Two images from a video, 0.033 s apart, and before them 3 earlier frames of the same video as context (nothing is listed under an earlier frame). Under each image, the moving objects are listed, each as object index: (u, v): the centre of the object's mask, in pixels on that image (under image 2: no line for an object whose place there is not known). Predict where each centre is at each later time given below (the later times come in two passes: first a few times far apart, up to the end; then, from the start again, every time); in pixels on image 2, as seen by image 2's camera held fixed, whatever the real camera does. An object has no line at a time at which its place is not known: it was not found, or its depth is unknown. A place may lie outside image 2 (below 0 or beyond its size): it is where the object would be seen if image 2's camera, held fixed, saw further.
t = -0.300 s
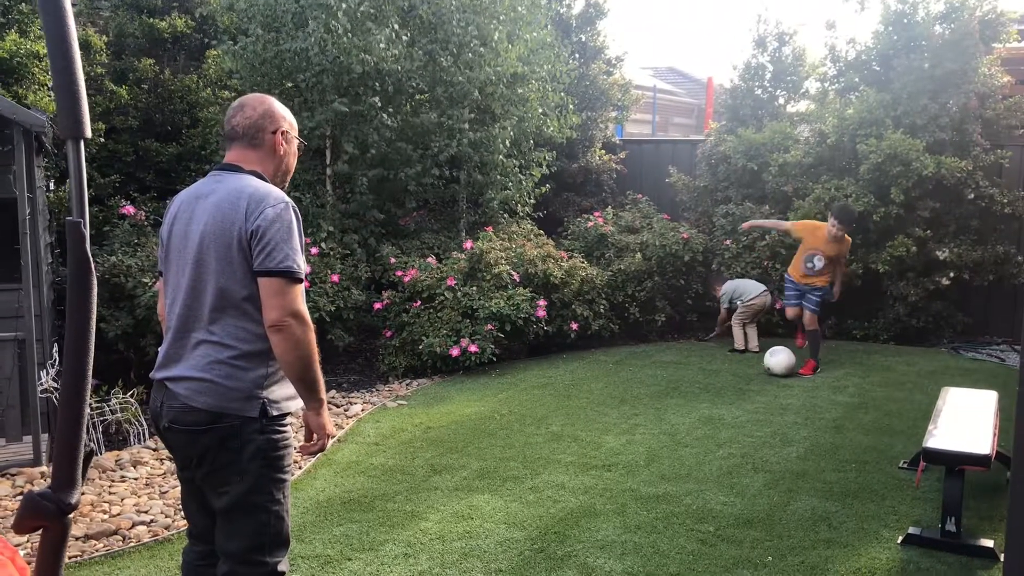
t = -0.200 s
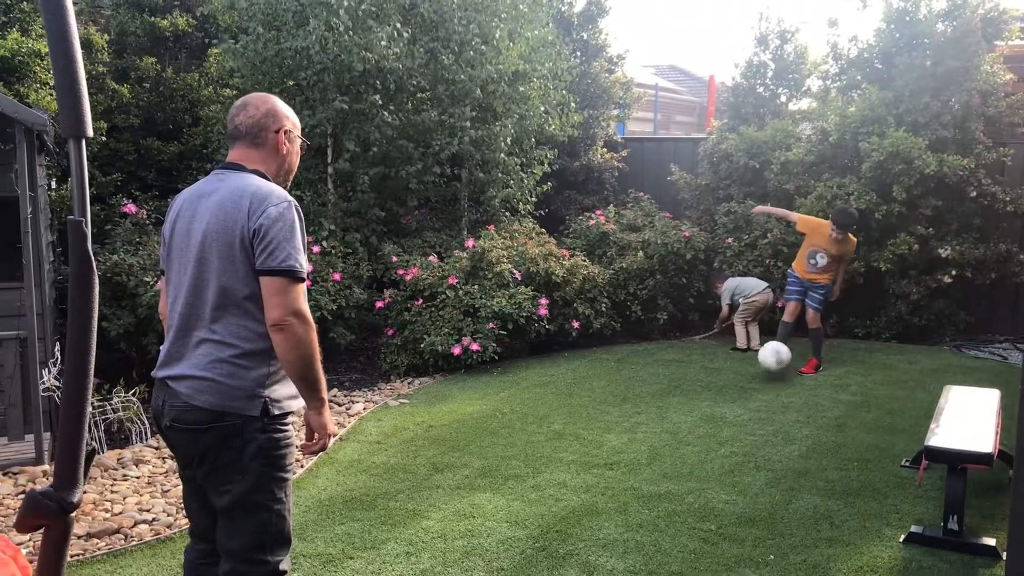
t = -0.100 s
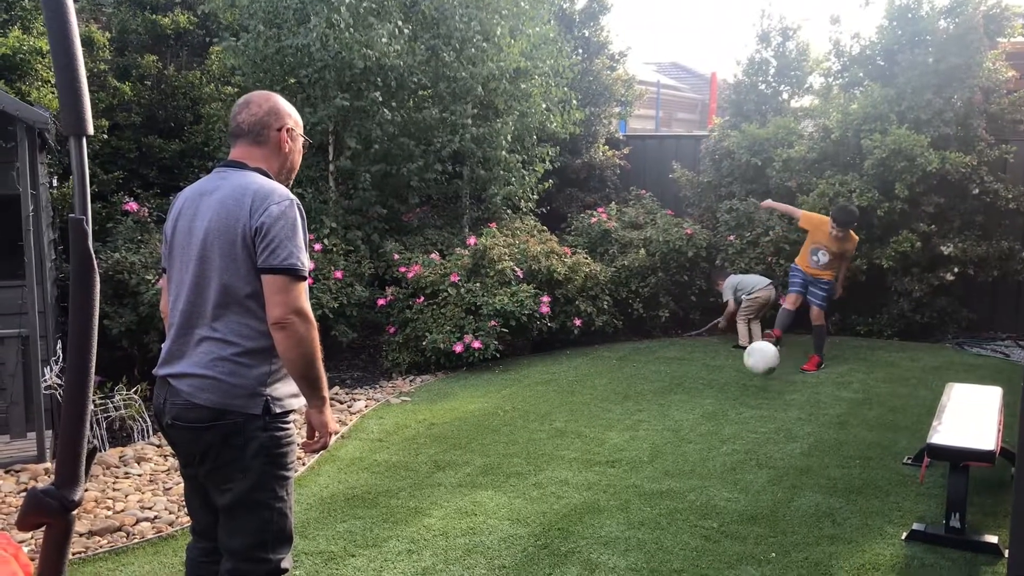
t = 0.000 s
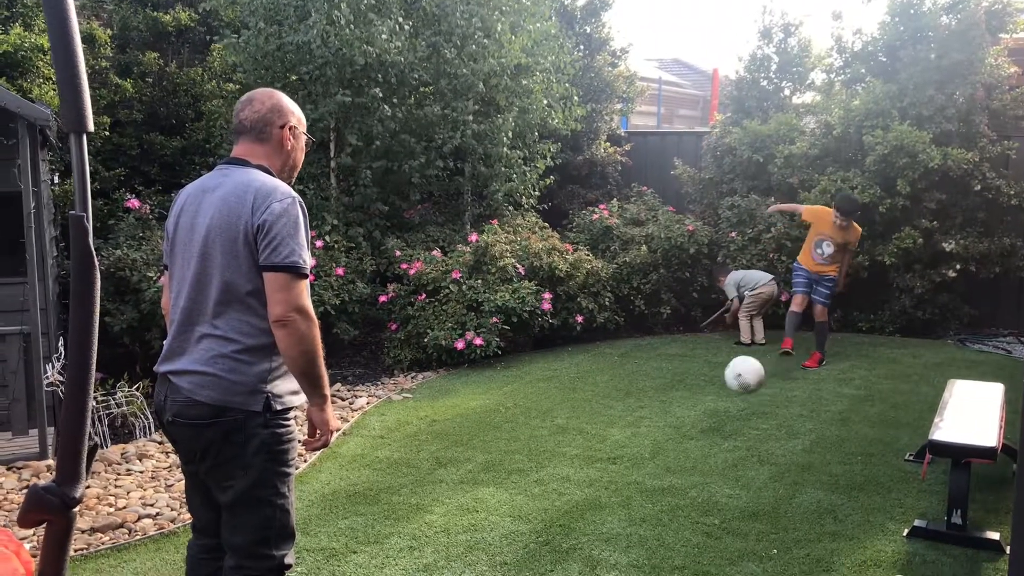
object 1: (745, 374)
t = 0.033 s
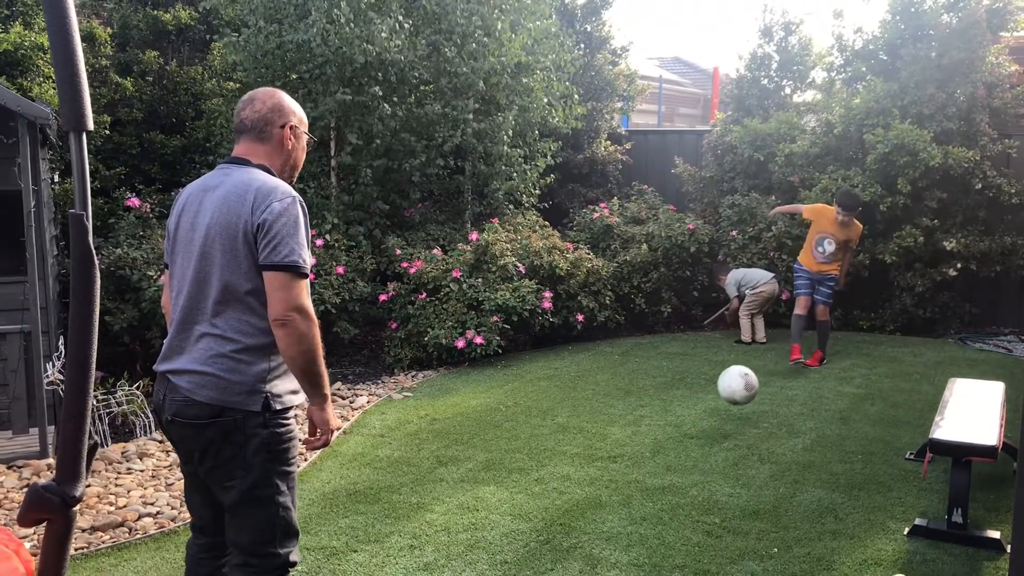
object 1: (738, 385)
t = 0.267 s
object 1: (694, 447)
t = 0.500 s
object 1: (654, 516)
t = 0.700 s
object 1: (622, 569)
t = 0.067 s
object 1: (730, 399)
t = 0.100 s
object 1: (722, 416)
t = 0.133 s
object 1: (713, 437)
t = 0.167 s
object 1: (707, 443)
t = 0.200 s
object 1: (703, 441)
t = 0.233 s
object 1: (698, 443)
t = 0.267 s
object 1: (694, 447)
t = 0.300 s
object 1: (688, 454)
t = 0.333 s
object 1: (683, 463)
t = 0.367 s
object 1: (677, 475)
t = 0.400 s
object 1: (670, 489)
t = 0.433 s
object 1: (663, 511)
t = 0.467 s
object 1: (658, 516)
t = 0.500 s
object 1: (654, 516)
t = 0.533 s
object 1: (649, 521)
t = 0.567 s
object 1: (644, 528)
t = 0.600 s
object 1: (640, 538)
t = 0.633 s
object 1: (633, 554)
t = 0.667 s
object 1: (628, 567)
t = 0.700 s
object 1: (622, 569)
